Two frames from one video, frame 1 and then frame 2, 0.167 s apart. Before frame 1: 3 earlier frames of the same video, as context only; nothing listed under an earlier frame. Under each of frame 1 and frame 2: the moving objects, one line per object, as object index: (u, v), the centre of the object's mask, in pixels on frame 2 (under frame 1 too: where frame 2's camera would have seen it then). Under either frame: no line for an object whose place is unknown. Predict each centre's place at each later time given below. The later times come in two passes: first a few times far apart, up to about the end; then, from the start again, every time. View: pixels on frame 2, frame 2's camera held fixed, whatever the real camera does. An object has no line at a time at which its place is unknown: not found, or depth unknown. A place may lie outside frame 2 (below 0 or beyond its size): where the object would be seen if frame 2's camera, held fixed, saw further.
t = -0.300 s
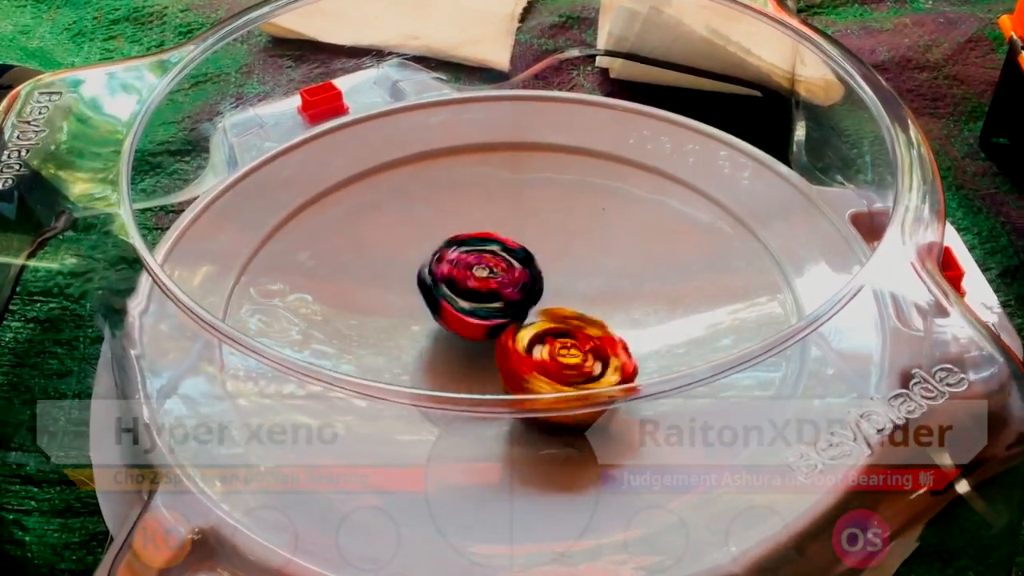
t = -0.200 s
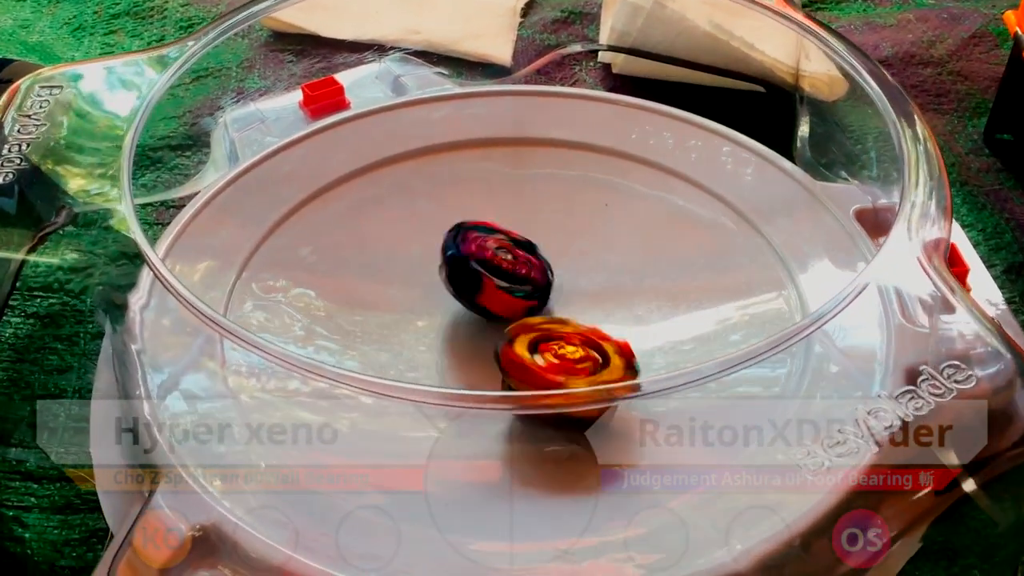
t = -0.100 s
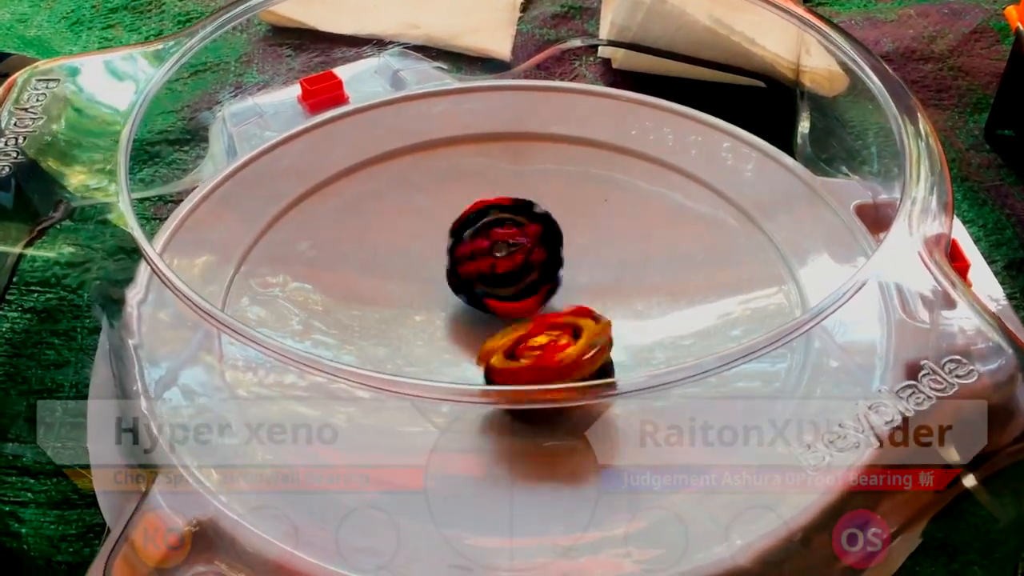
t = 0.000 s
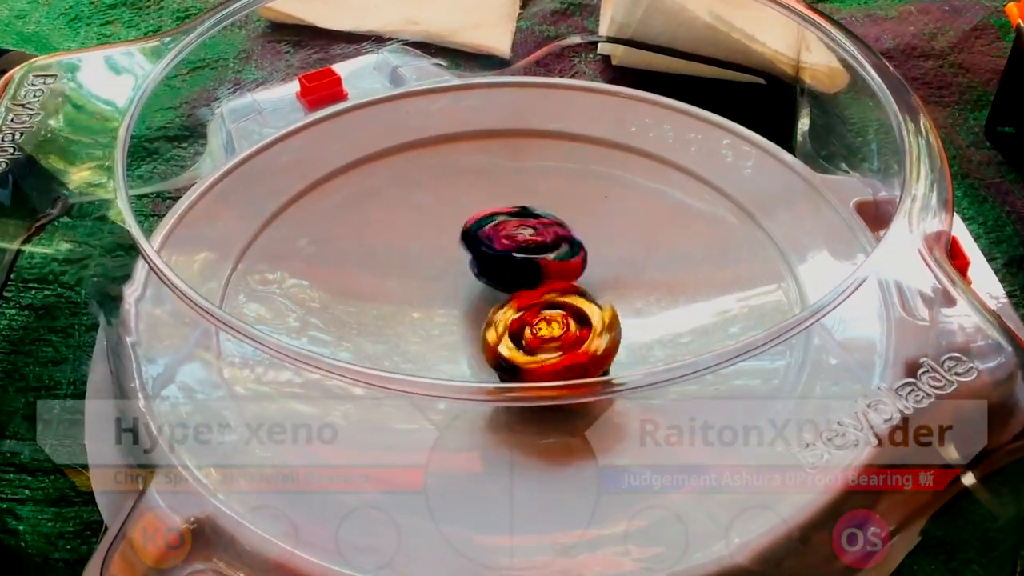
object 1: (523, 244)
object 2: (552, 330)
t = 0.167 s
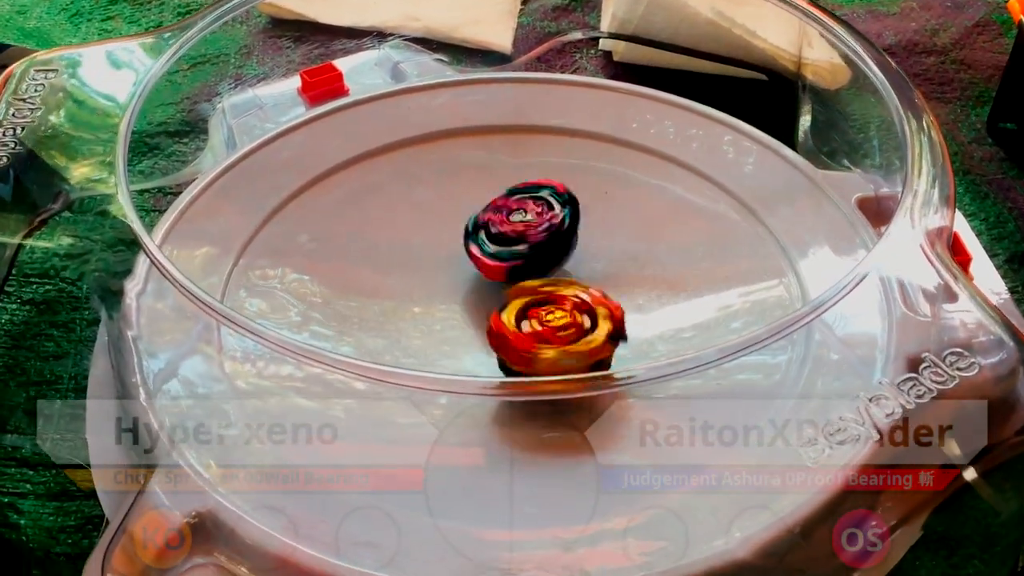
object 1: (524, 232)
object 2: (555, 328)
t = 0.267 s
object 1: (518, 235)
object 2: (537, 324)
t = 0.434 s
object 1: (515, 235)
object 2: (550, 321)
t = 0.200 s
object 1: (521, 233)
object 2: (551, 327)
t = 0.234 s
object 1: (520, 235)
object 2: (545, 324)
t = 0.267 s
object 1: (518, 235)
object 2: (537, 324)
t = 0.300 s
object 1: (516, 234)
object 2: (538, 324)
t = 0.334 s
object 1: (516, 232)
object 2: (542, 323)
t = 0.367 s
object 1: (515, 232)
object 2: (545, 322)
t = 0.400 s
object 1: (517, 232)
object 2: (547, 321)
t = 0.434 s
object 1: (515, 235)
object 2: (550, 321)
